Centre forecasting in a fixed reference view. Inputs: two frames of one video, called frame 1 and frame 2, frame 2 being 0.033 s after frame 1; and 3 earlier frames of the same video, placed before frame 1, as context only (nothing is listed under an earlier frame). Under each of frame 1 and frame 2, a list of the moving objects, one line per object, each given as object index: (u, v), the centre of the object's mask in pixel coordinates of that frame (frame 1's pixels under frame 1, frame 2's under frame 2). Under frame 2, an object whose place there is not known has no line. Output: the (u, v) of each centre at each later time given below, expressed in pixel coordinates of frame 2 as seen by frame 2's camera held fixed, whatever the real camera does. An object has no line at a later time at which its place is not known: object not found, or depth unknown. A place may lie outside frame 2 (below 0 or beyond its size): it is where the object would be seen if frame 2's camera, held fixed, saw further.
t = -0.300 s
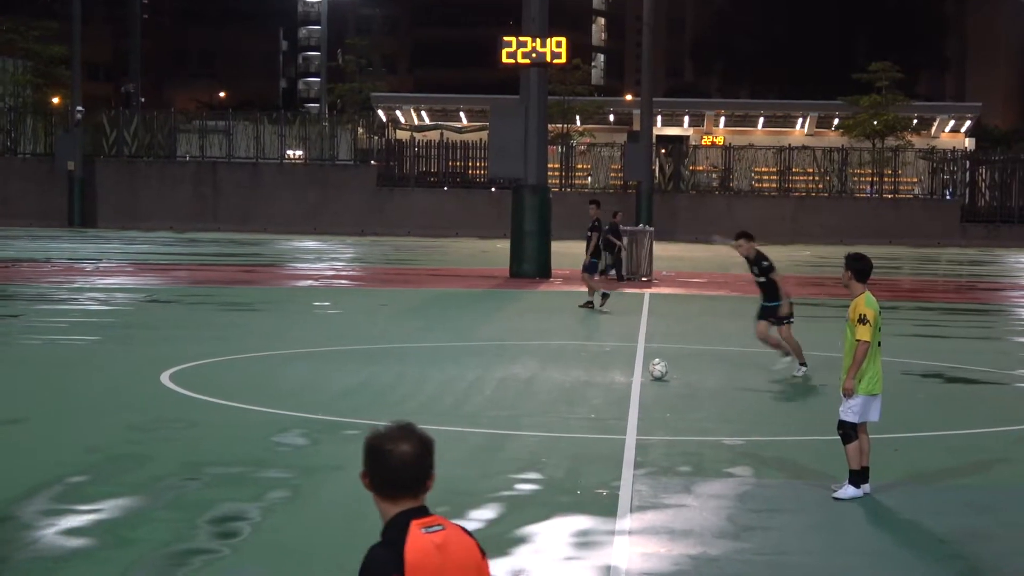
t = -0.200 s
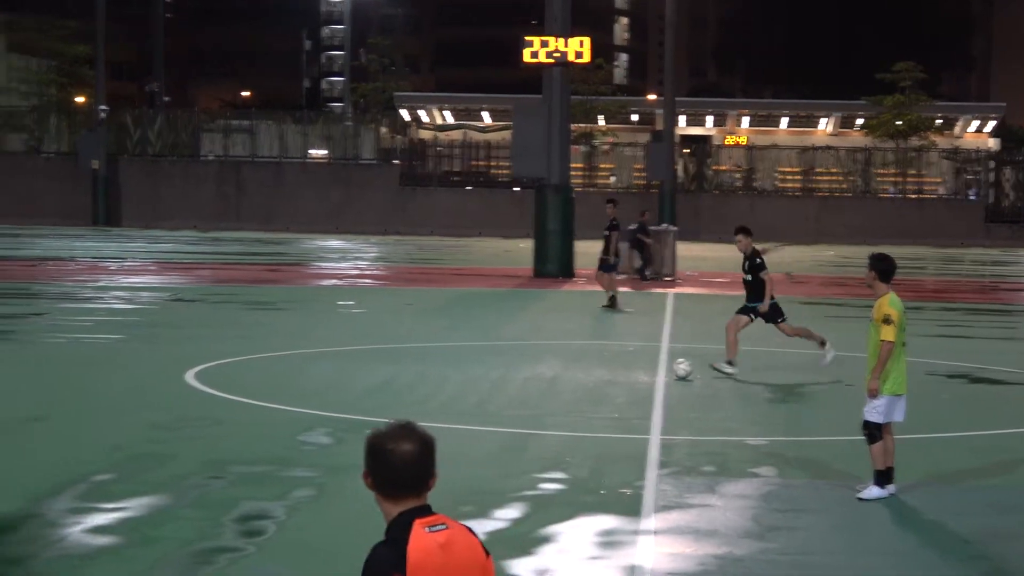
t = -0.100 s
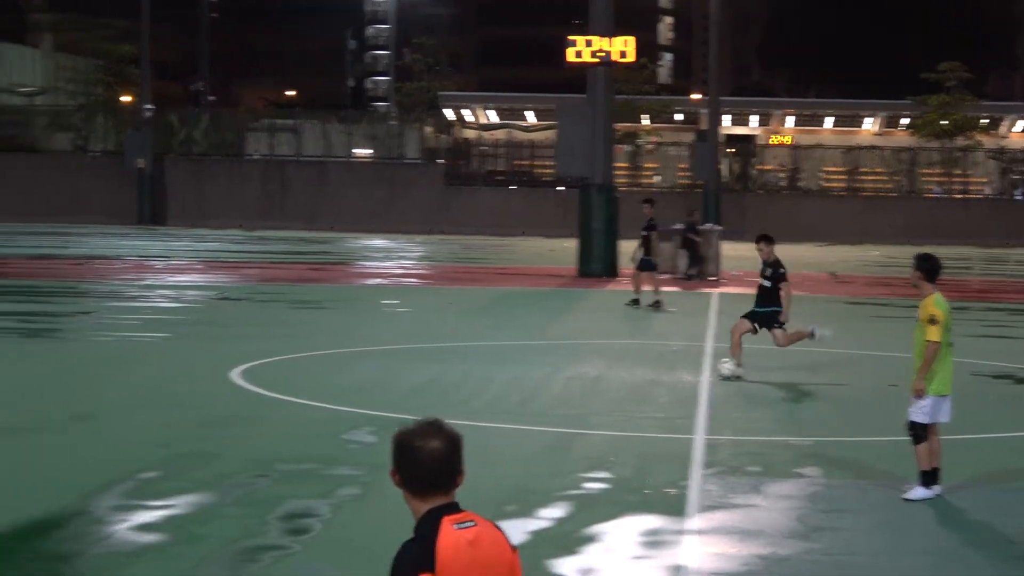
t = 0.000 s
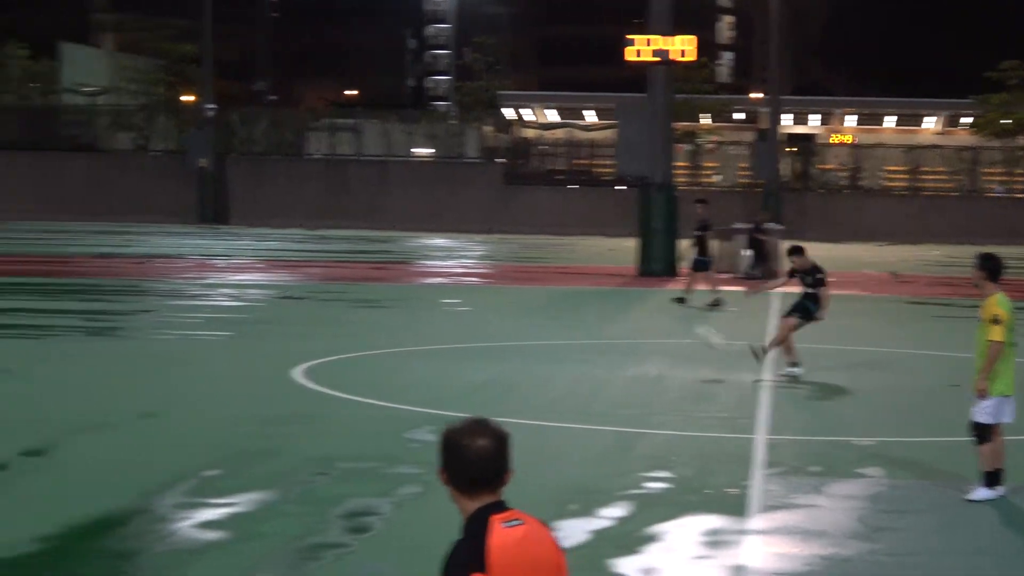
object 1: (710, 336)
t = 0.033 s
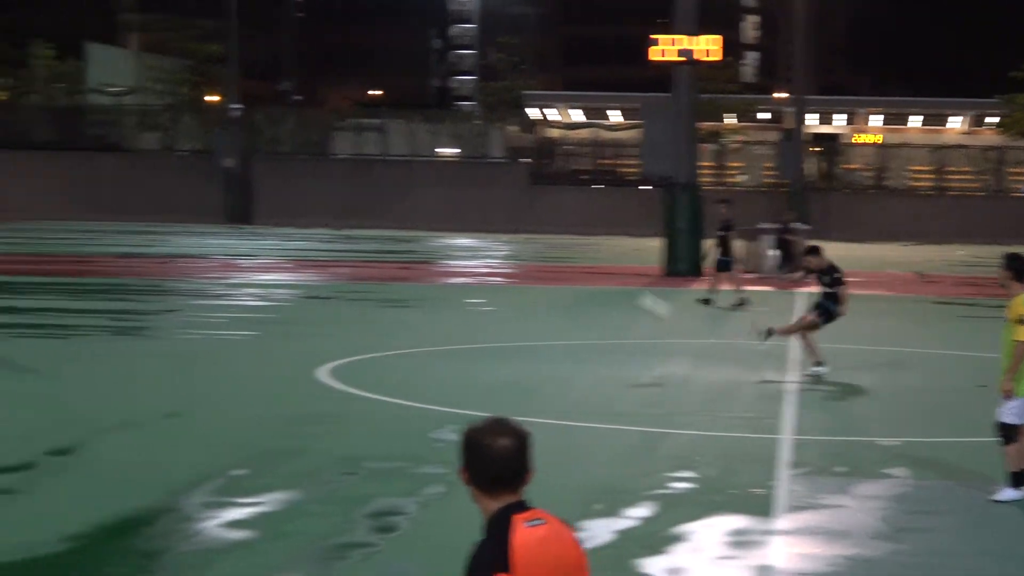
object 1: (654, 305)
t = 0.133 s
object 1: (422, 218)
